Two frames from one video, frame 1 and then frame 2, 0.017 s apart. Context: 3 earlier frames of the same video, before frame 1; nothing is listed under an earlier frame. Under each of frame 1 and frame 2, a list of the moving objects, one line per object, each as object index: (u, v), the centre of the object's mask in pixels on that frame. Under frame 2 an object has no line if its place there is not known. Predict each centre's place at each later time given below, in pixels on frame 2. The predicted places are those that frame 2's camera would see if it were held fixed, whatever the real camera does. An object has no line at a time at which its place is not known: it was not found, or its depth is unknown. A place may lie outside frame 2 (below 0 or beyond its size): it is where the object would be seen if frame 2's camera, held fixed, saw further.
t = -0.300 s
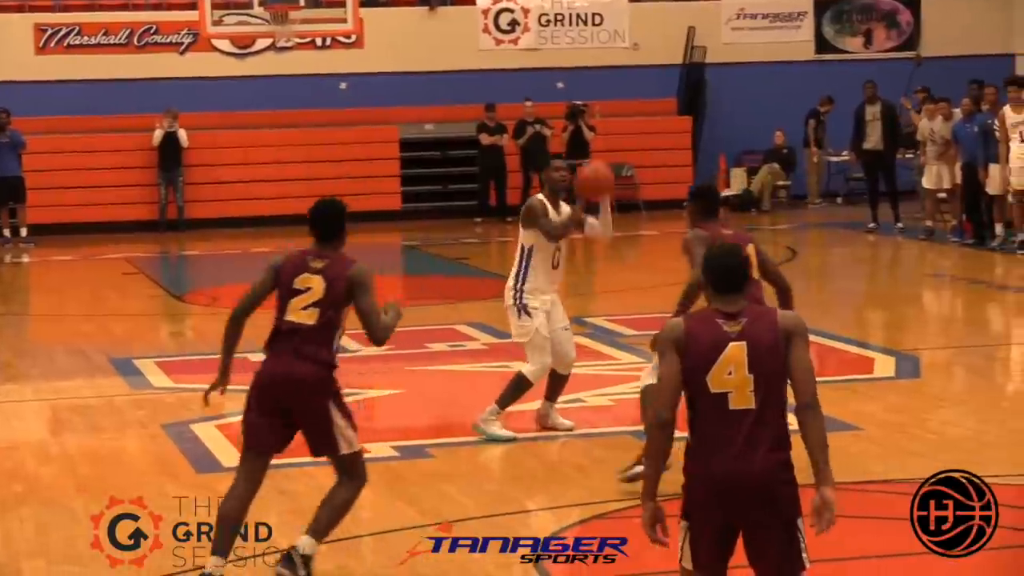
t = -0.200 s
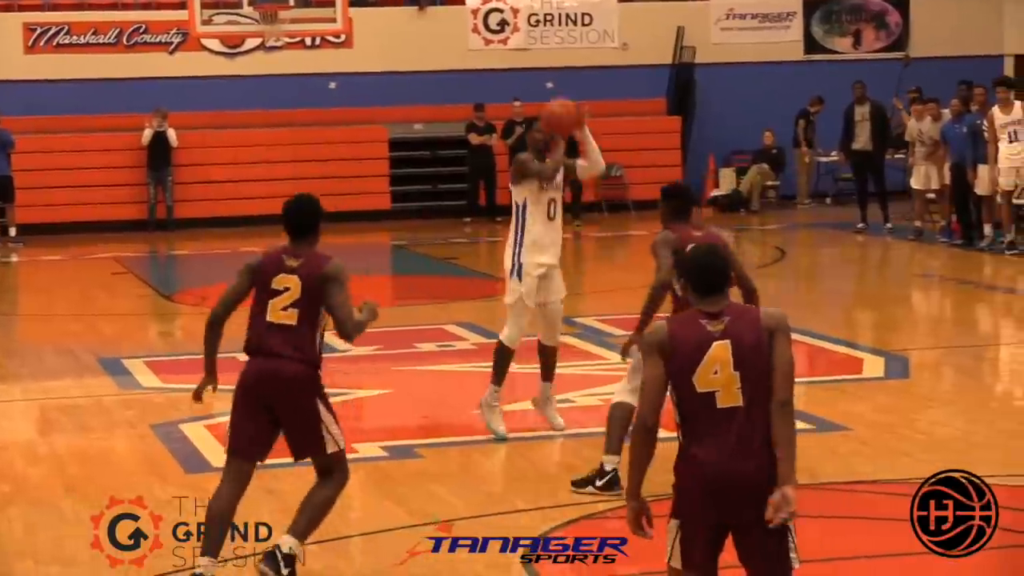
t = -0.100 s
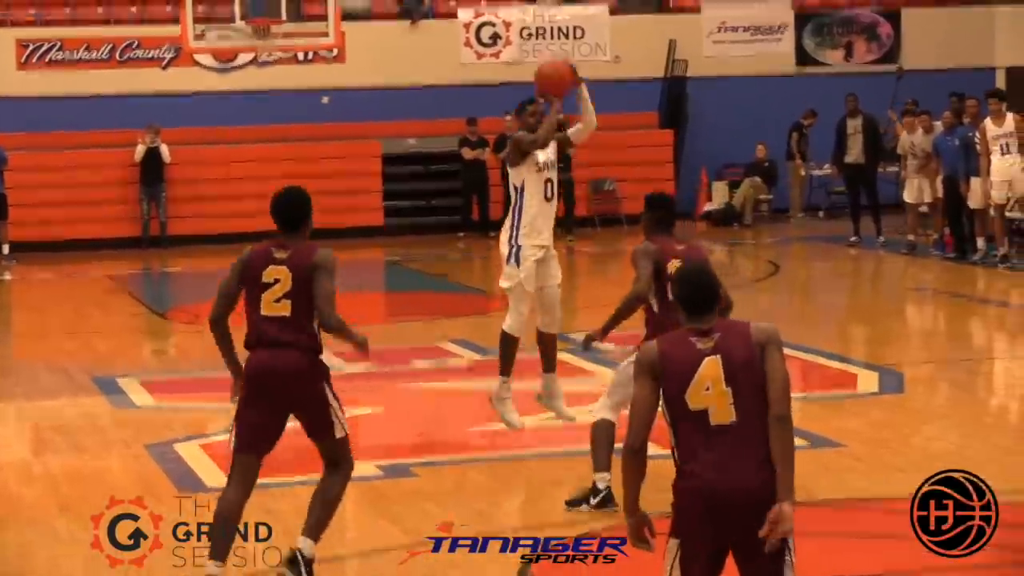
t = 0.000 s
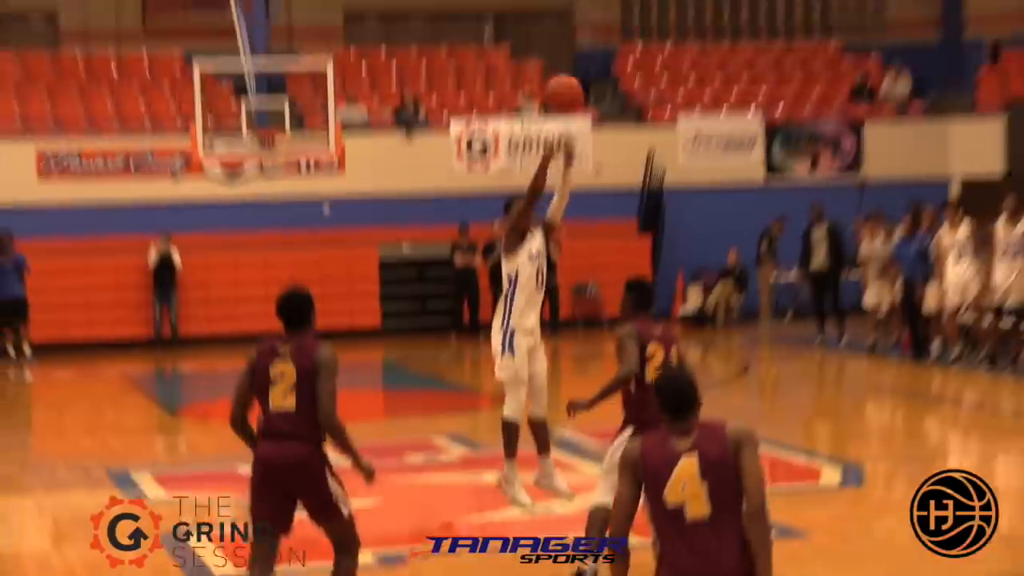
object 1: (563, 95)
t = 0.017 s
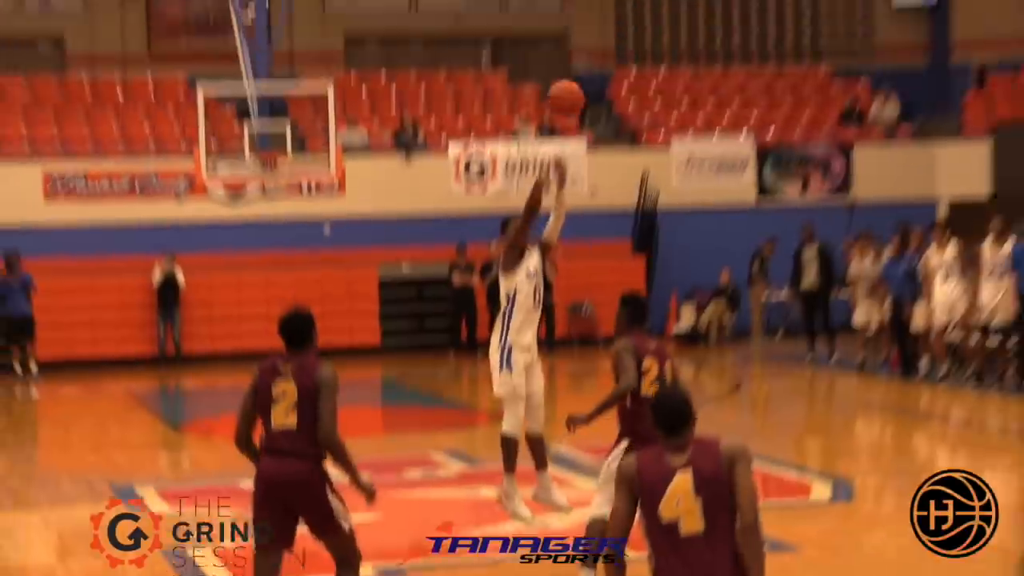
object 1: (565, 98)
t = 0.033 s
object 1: (573, 81)
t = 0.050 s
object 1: (581, 60)
